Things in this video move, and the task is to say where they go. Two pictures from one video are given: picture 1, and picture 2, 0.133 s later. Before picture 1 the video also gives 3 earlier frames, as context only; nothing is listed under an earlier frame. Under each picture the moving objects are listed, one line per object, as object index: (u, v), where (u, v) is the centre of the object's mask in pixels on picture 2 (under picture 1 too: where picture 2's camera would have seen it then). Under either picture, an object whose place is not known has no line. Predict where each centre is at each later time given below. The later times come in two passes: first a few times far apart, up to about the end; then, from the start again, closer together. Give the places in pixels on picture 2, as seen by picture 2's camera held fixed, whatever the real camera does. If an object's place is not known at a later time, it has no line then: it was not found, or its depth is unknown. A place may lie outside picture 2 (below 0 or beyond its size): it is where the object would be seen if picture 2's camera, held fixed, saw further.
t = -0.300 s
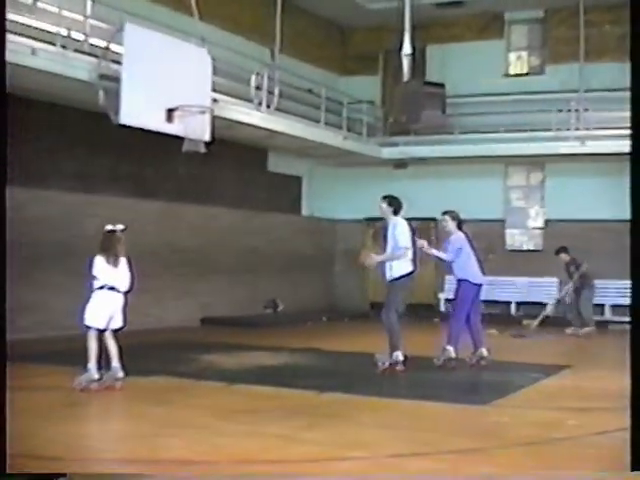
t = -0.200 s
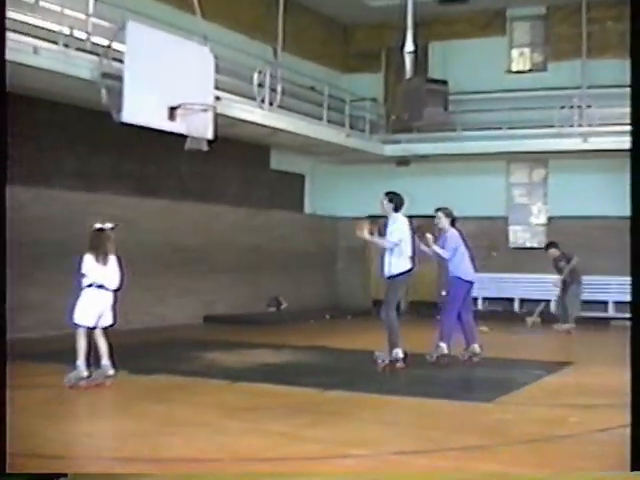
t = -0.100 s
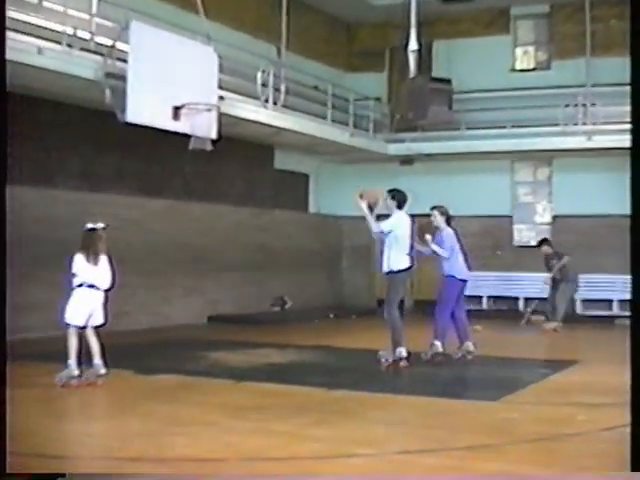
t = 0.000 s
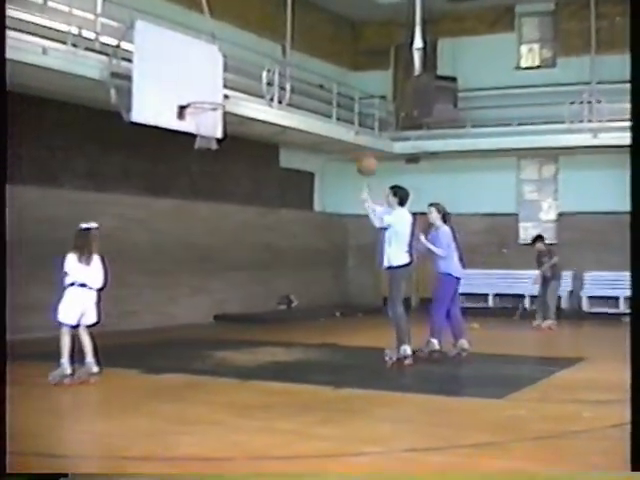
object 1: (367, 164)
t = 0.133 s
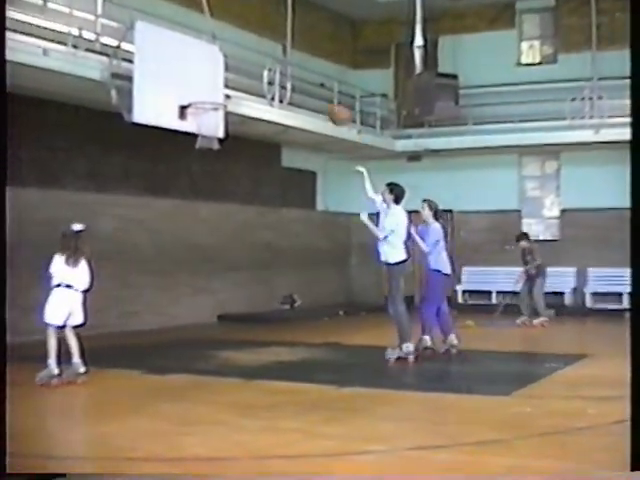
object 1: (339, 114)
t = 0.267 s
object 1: (308, 85)
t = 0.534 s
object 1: (251, 62)
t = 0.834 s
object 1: (195, 96)
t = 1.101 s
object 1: (234, 70)
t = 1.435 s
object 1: (282, 114)
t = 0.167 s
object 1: (332, 104)
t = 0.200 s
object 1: (325, 95)
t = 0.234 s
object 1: (312, 87)
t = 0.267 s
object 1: (308, 85)
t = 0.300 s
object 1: (301, 77)
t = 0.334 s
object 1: (294, 71)
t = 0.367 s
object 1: (285, 68)
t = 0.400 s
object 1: (279, 65)
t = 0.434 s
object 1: (274, 64)
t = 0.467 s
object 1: (265, 62)
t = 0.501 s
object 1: (258, 61)
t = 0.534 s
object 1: (251, 62)
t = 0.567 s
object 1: (244, 63)
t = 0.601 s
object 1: (236, 65)
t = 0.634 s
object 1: (232, 68)
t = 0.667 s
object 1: (224, 72)
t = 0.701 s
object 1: (217, 75)
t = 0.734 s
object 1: (210, 81)
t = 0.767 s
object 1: (203, 87)
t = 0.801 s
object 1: (197, 95)
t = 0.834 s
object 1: (195, 96)
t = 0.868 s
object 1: (200, 89)
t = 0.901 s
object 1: (205, 84)
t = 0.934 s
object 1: (210, 79)
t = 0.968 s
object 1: (215, 76)
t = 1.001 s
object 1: (220, 73)
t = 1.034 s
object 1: (225, 71)
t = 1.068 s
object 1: (229, 70)
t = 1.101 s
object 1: (234, 70)
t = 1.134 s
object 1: (239, 71)
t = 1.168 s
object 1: (243, 72)
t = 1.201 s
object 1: (249, 75)
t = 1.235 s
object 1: (252, 78)
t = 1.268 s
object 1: (257, 82)
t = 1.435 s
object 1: (282, 114)
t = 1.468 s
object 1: (287, 125)
